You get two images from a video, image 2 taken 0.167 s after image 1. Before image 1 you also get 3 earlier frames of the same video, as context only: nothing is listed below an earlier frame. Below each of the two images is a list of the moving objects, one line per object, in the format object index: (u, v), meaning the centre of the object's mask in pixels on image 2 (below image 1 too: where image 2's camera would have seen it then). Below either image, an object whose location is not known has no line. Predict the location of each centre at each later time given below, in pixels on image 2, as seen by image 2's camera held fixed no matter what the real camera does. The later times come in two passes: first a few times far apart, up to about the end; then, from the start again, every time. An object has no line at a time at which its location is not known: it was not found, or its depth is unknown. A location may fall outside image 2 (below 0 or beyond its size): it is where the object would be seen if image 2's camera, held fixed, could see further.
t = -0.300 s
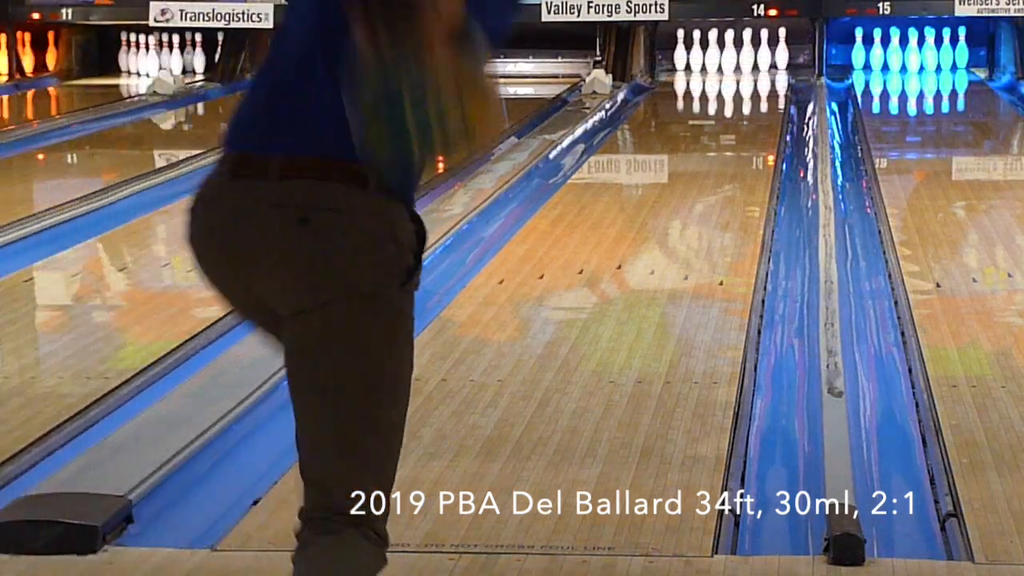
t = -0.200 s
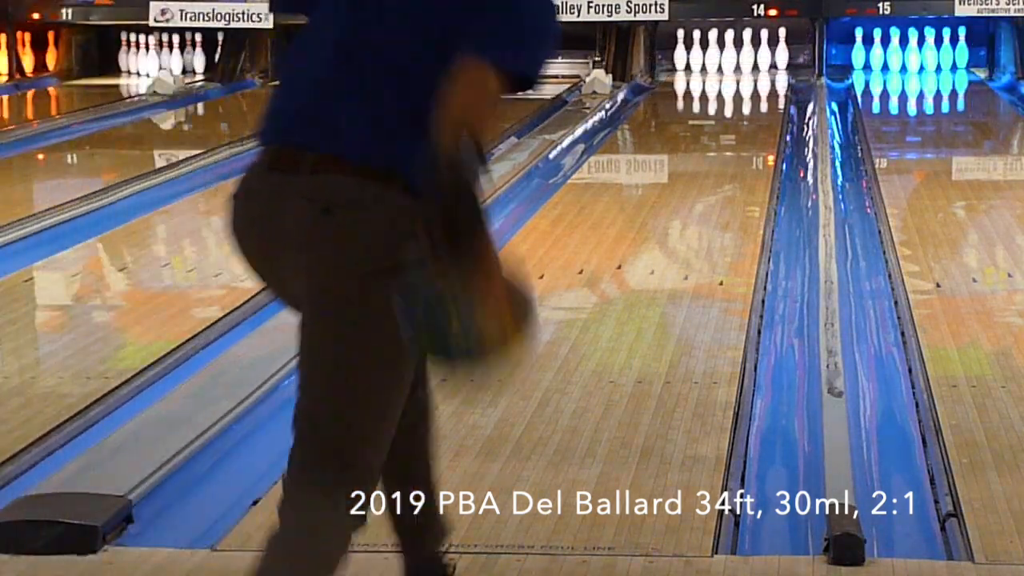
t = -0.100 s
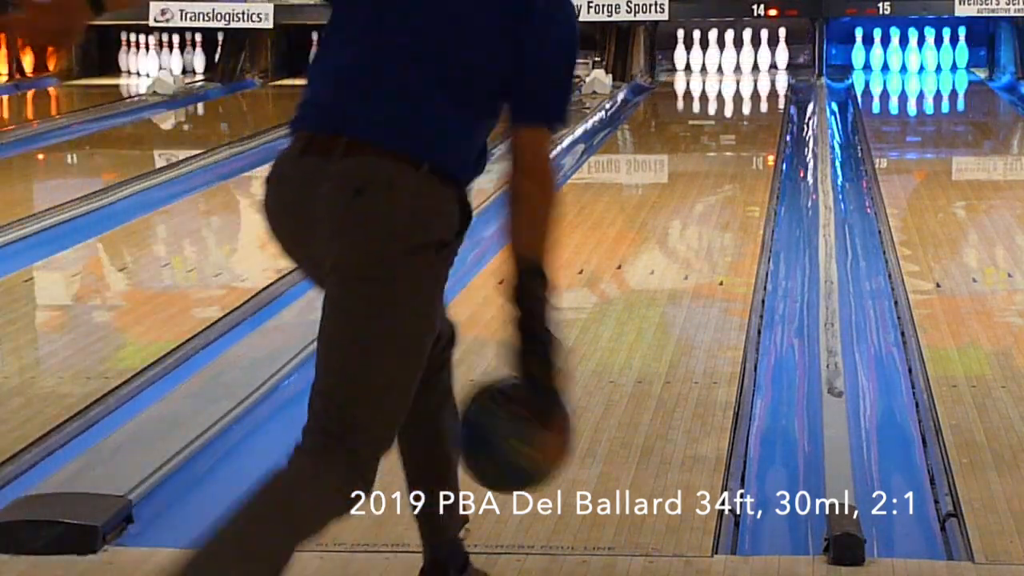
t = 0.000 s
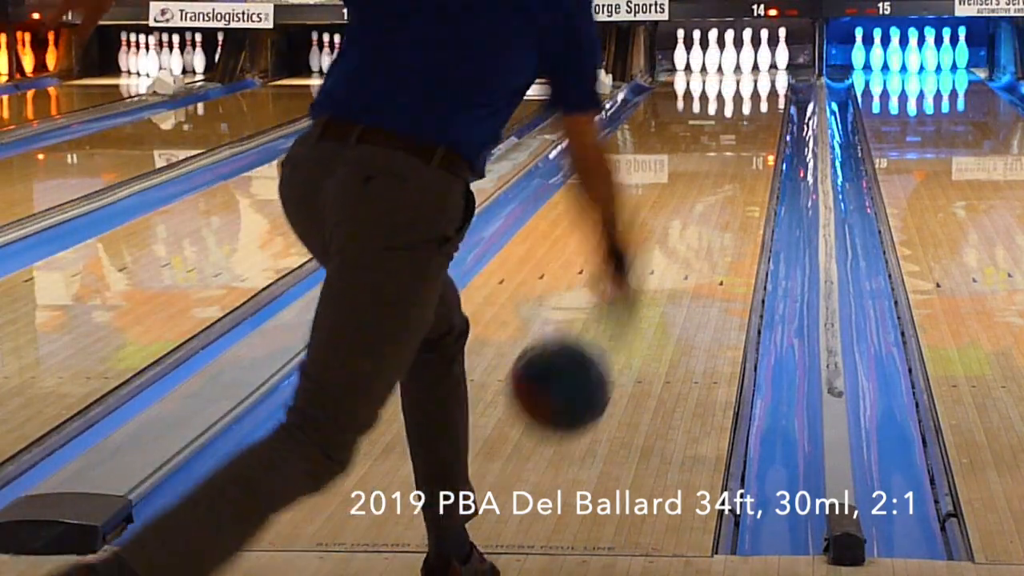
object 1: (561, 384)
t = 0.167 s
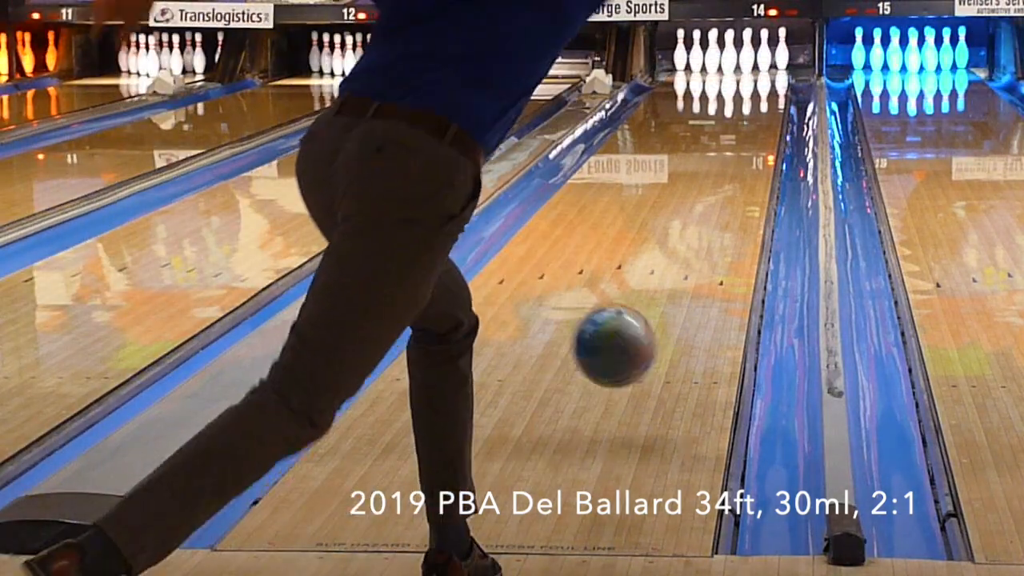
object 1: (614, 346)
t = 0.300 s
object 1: (645, 329)
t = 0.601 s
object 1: (689, 244)
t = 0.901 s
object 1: (715, 186)
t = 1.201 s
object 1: (733, 147)
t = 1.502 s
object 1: (744, 118)
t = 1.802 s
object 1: (747, 96)
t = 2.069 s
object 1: (745, 81)
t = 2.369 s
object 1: (737, 68)
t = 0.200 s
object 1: (623, 352)
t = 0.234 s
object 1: (631, 360)
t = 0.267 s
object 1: (638, 348)
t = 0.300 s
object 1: (645, 329)
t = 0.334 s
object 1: (651, 318)
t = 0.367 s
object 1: (657, 310)
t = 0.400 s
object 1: (662, 301)
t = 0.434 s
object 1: (668, 290)
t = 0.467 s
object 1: (673, 280)
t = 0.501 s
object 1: (677, 271)
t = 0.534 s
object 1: (681, 261)
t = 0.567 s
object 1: (686, 252)
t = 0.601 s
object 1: (689, 244)
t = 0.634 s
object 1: (692, 238)
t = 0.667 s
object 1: (696, 230)
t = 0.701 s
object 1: (700, 223)
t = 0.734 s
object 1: (703, 215)
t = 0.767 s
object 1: (706, 208)
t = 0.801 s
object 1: (709, 203)
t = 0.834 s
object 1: (711, 196)
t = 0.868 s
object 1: (713, 190)
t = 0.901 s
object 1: (715, 186)
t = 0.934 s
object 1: (719, 180)
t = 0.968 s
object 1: (721, 176)
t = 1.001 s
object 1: (723, 171)
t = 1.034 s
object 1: (724, 167)
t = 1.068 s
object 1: (726, 162)
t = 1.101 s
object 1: (728, 158)
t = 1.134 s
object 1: (729, 154)
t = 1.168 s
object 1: (732, 150)
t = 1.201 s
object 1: (733, 147)
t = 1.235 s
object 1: (734, 144)
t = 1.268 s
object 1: (736, 139)
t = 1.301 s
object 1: (738, 135)
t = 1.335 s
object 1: (739, 133)
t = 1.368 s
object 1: (739, 130)
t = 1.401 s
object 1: (741, 128)
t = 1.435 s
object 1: (741, 124)
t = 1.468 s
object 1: (742, 121)
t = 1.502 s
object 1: (744, 118)
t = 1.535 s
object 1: (744, 115)
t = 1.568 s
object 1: (745, 113)
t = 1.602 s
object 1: (745, 110)
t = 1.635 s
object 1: (745, 107)
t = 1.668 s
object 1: (746, 105)
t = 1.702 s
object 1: (746, 103)
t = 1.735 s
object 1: (746, 100)
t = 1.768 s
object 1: (747, 98)
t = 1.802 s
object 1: (747, 96)
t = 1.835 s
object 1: (746, 95)
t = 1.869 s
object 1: (747, 93)
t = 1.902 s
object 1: (747, 91)
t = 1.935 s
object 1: (746, 88)
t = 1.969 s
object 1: (745, 87)
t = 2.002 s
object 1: (745, 85)
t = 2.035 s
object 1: (745, 84)
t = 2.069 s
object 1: (745, 81)
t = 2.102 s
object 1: (744, 79)
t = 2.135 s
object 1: (743, 78)
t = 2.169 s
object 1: (744, 76)
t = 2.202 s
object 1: (742, 75)
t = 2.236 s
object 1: (742, 73)
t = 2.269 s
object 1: (741, 72)
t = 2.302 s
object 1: (740, 71)
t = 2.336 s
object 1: (739, 70)
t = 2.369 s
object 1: (737, 68)
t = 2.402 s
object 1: (736, 67)
